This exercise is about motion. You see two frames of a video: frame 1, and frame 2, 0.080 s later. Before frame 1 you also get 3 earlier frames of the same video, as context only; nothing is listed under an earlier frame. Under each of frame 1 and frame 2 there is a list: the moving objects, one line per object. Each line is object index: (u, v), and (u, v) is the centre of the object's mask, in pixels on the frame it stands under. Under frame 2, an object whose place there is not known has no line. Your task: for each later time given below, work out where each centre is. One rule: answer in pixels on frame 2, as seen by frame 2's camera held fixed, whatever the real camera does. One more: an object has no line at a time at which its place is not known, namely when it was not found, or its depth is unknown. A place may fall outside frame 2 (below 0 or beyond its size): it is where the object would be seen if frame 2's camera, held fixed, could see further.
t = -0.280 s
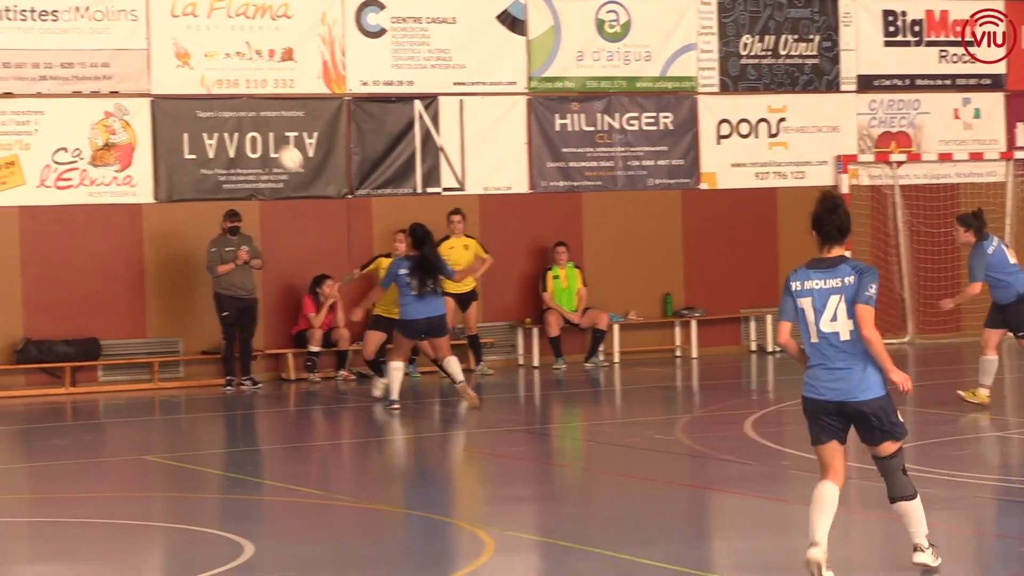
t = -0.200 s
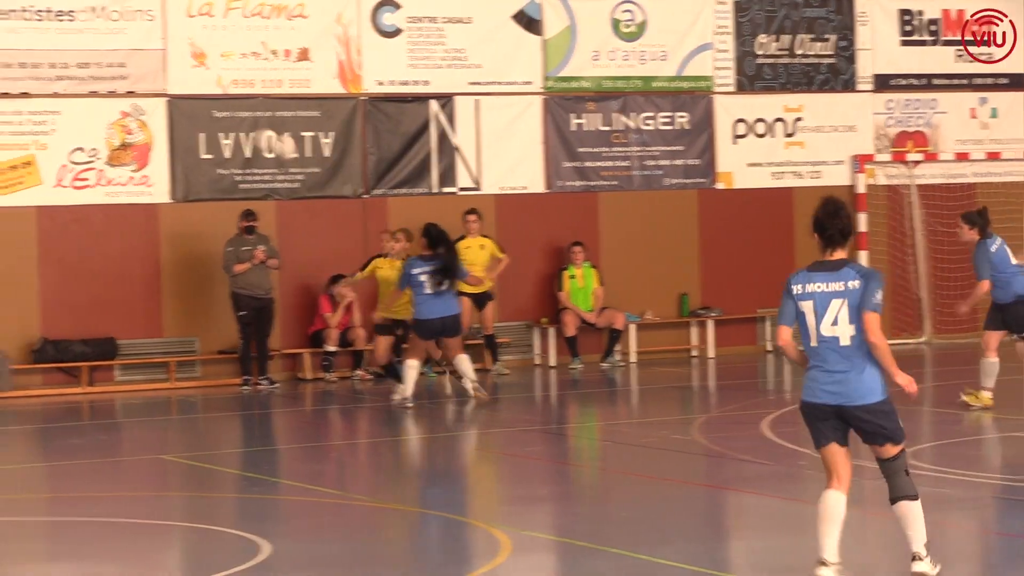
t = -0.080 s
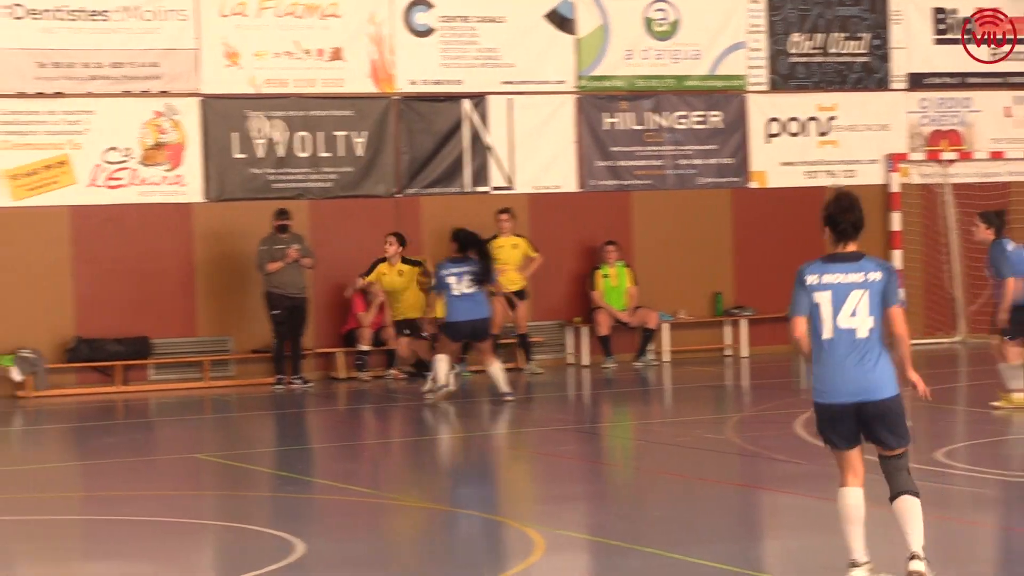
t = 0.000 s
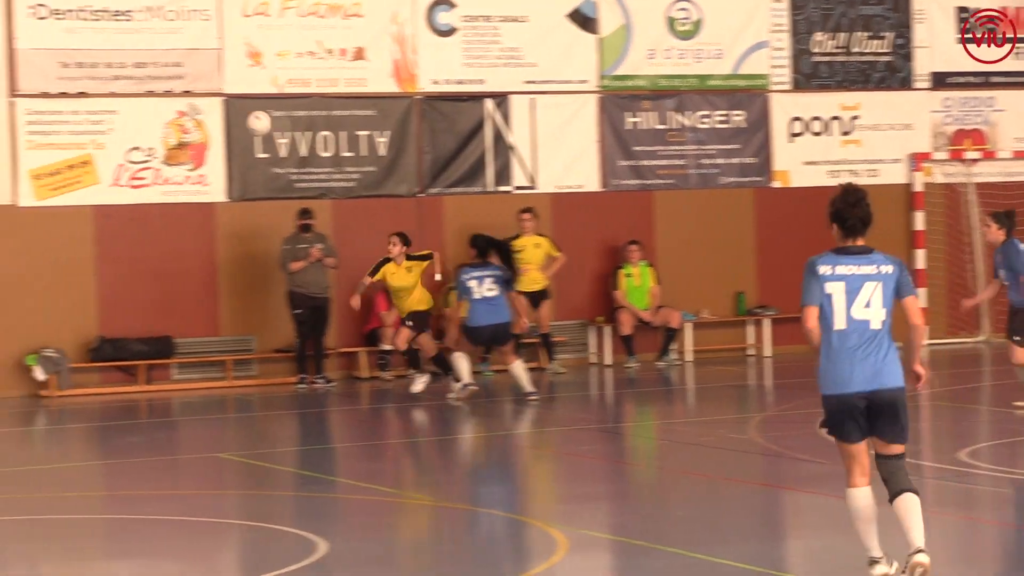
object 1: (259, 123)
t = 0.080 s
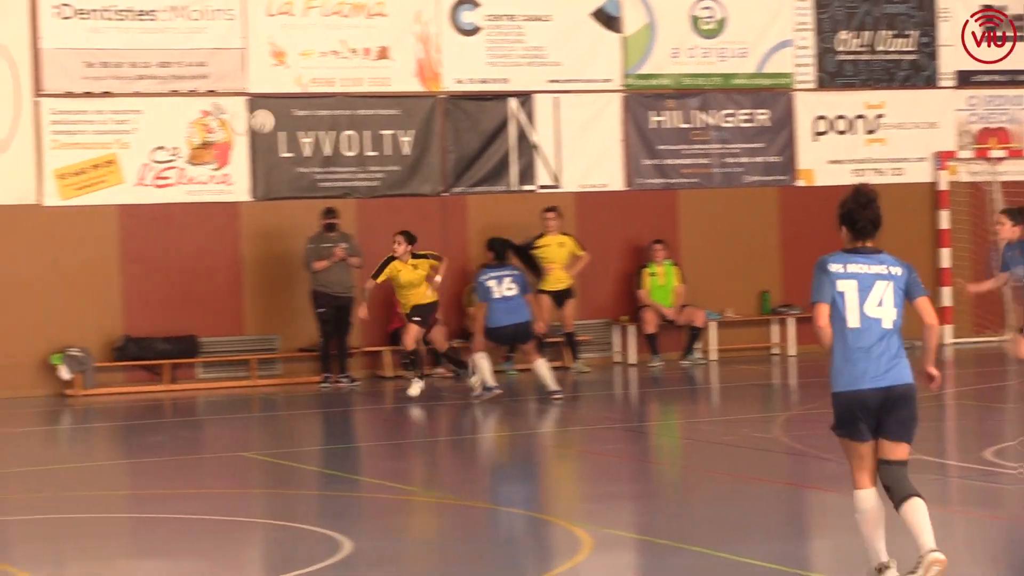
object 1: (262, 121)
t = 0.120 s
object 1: (241, 123)
